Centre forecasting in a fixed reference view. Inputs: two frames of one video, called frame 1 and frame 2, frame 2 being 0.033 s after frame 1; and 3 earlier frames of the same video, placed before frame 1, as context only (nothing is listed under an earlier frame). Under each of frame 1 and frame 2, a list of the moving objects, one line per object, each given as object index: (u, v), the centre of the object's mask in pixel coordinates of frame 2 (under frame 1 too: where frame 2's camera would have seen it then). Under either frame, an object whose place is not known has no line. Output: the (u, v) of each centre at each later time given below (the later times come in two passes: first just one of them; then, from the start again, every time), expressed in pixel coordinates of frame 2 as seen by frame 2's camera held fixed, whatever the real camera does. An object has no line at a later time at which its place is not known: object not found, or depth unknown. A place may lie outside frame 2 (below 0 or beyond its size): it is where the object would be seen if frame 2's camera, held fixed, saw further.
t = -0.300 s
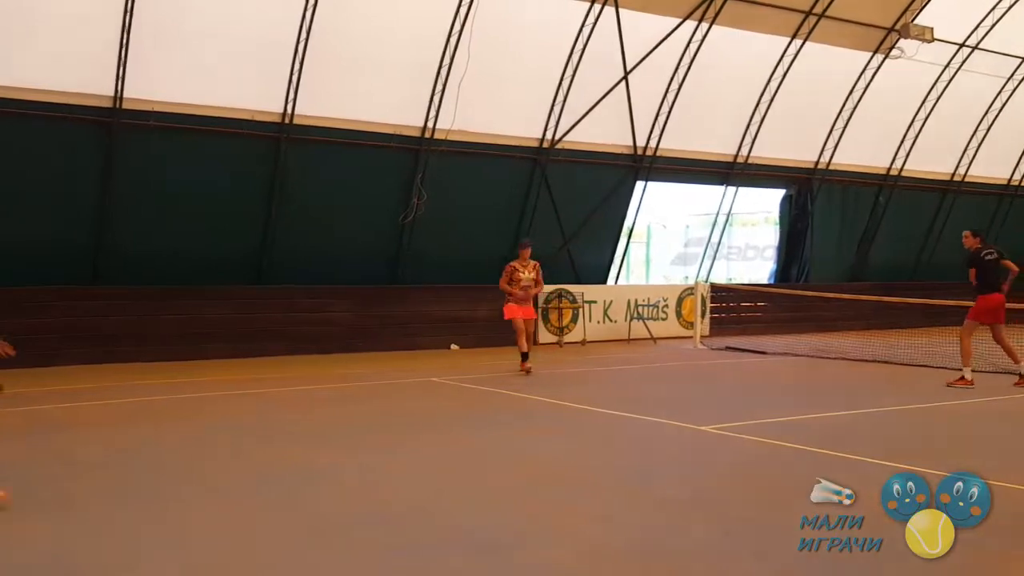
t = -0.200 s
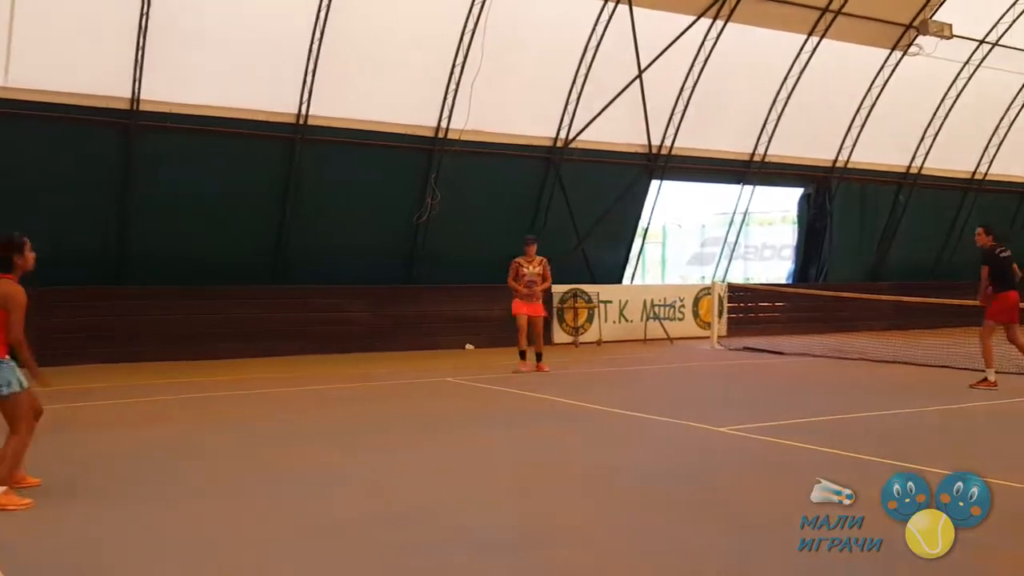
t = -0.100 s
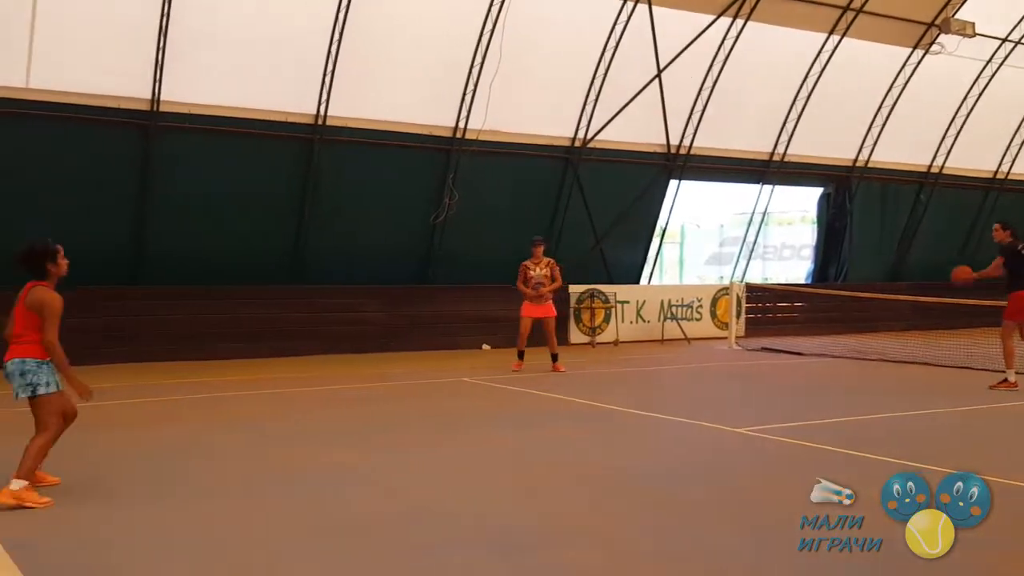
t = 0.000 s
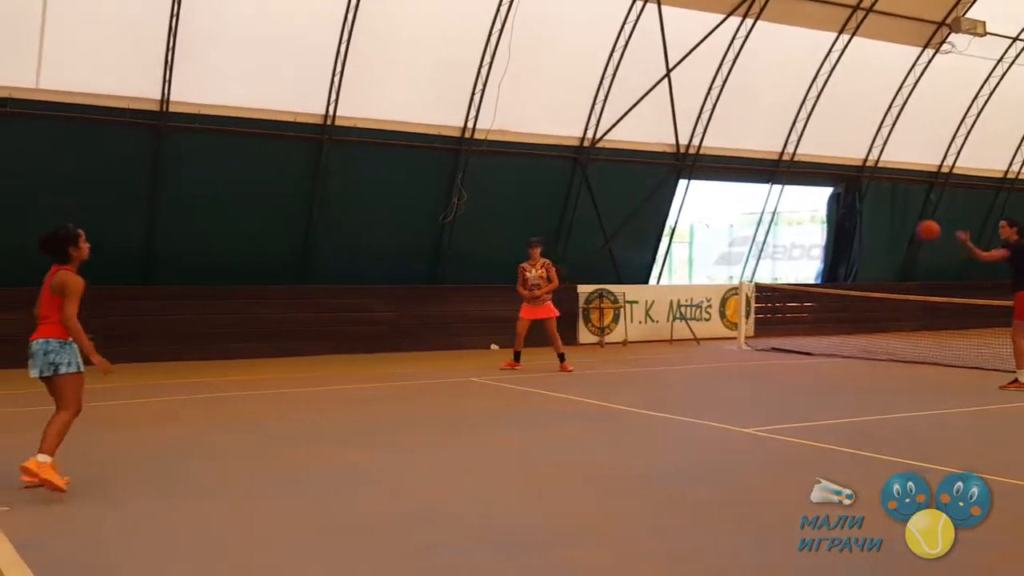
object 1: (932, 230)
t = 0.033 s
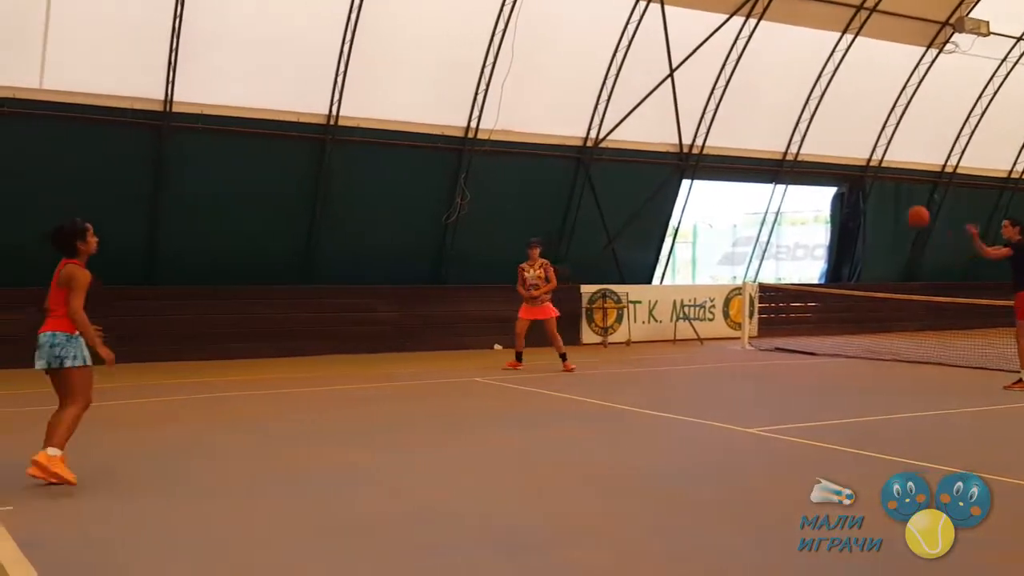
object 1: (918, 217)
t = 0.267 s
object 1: (813, 145)
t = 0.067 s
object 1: (903, 204)
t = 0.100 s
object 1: (888, 192)
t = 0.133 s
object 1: (873, 180)
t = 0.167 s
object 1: (858, 171)
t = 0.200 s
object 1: (843, 160)
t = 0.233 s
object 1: (828, 152)
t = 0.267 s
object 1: (813, 145)
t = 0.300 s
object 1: (798, 139)
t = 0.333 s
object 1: (783, 133)
